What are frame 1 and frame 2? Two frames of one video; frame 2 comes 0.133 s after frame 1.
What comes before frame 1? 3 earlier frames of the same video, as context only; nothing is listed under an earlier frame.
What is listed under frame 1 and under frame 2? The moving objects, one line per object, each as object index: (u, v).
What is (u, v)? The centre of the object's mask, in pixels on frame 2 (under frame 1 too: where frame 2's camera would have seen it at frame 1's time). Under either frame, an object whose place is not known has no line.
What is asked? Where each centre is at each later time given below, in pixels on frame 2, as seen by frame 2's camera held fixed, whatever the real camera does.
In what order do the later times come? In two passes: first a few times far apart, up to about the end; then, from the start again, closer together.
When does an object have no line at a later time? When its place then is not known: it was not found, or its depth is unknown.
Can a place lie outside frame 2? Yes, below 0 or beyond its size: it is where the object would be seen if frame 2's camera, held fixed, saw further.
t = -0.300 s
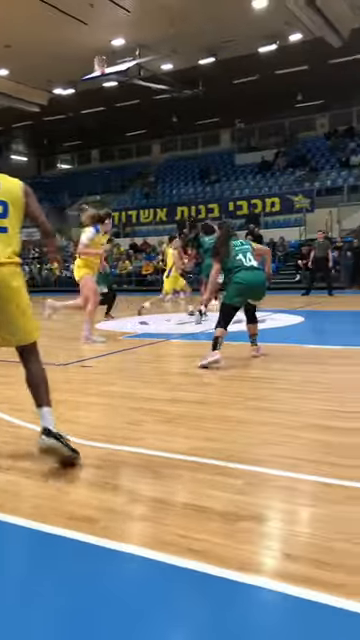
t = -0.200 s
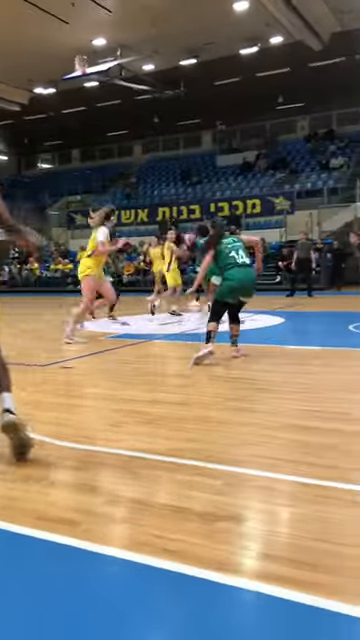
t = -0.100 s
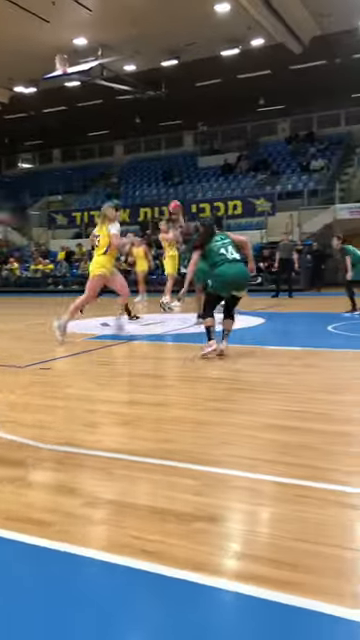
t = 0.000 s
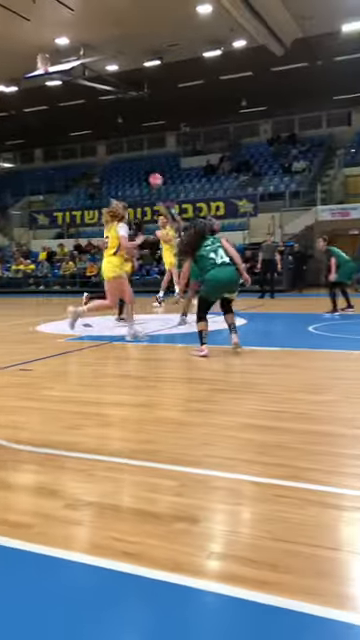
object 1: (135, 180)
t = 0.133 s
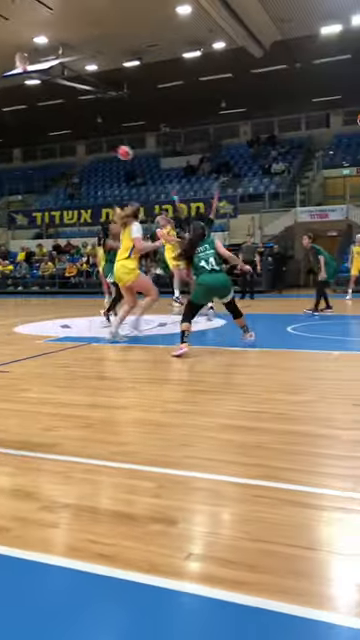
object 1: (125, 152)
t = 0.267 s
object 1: (112, 131)
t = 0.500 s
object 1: (83, 112)
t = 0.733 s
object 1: (41, 140)
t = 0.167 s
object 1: (121, 146)
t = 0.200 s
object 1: (119, 141)
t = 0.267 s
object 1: (112, 131)
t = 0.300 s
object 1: (108, 126)
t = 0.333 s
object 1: (104, 122)
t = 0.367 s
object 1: (101, 119)
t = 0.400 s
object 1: (96, 116)
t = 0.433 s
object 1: (92, 114)
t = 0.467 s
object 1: (88, 113)
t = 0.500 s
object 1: (83, 112)
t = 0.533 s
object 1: (78, 113)
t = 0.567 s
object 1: (72, 115)
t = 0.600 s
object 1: (66, 116)
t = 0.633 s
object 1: (61, 120)
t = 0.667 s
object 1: (55, 126)
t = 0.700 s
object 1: (48, 132)
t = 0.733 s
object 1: (41, 140)
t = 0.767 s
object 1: (33, 150)
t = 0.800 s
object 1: (26, 162)
